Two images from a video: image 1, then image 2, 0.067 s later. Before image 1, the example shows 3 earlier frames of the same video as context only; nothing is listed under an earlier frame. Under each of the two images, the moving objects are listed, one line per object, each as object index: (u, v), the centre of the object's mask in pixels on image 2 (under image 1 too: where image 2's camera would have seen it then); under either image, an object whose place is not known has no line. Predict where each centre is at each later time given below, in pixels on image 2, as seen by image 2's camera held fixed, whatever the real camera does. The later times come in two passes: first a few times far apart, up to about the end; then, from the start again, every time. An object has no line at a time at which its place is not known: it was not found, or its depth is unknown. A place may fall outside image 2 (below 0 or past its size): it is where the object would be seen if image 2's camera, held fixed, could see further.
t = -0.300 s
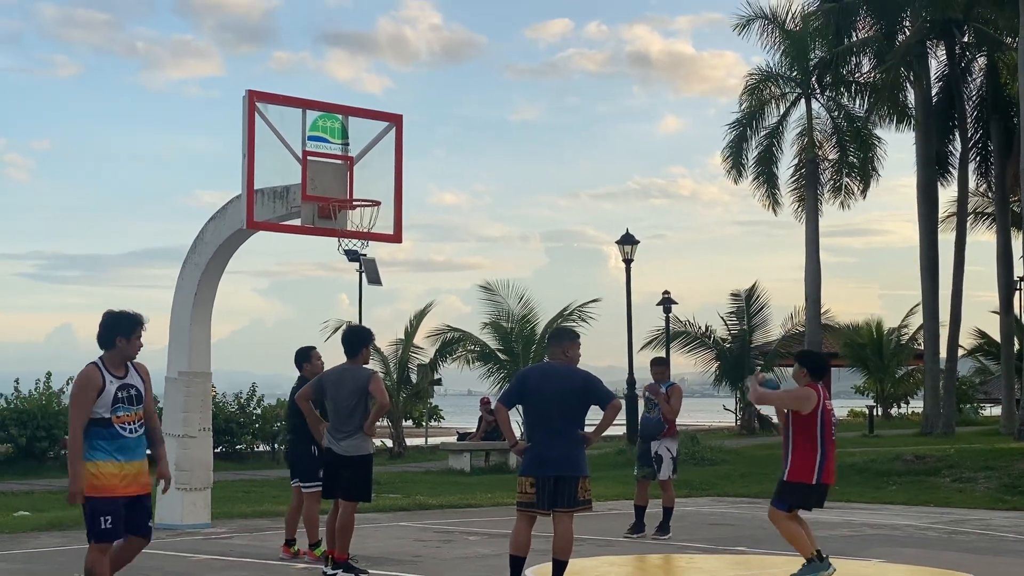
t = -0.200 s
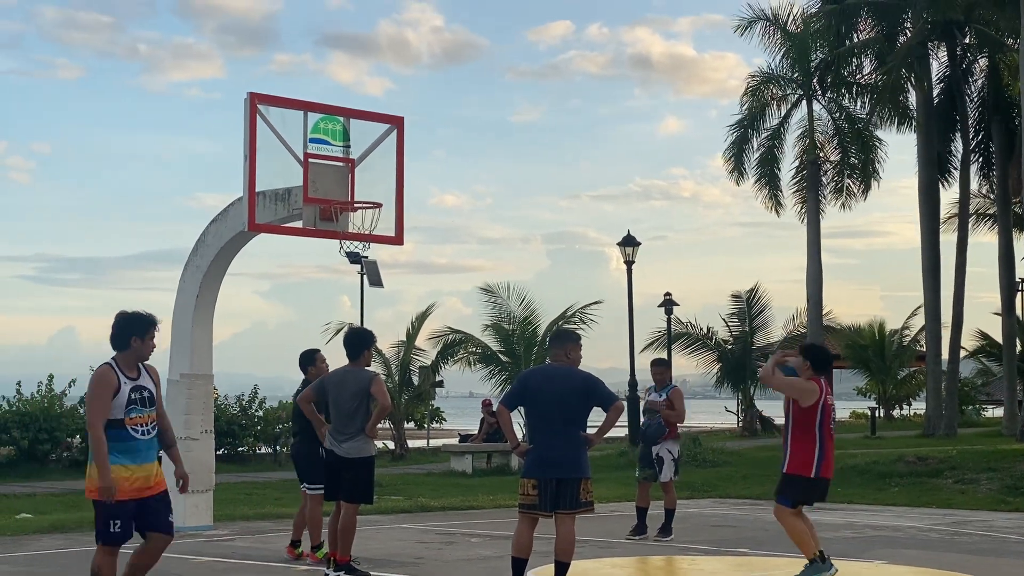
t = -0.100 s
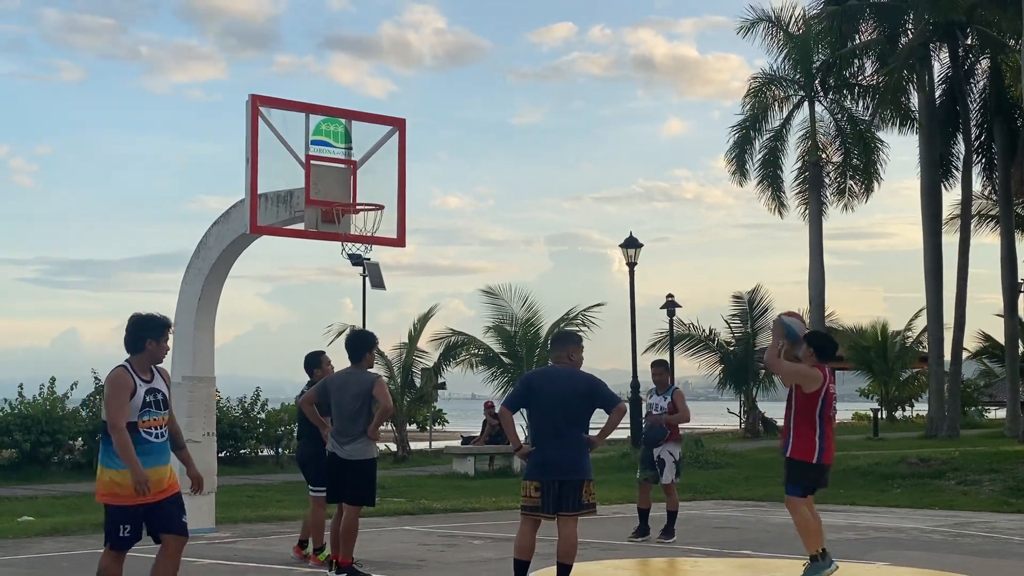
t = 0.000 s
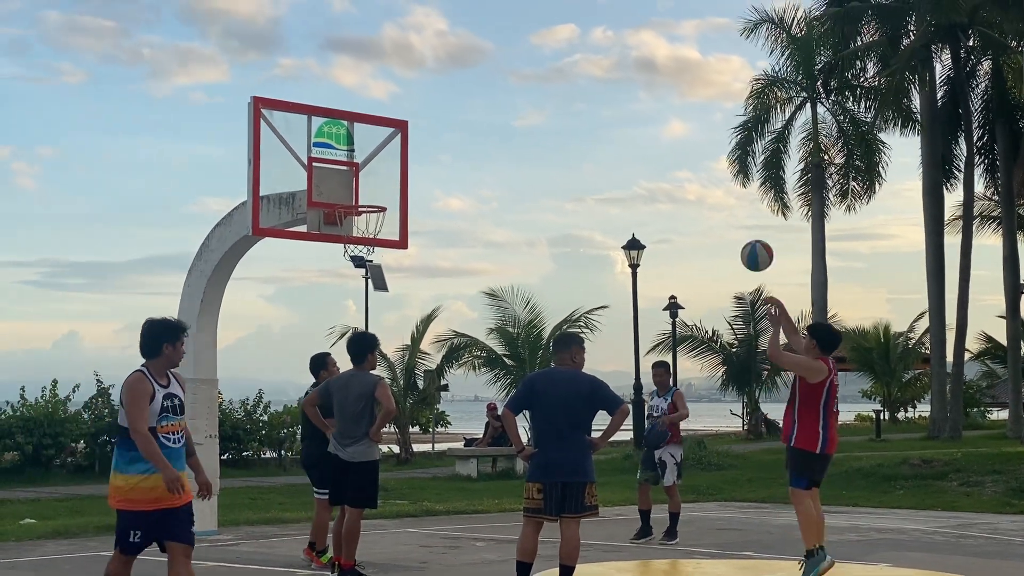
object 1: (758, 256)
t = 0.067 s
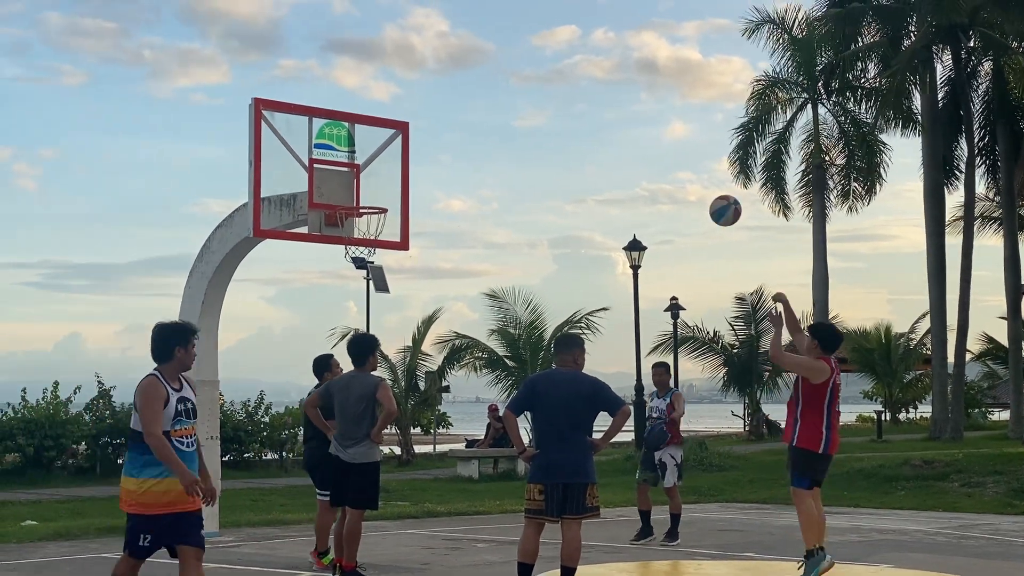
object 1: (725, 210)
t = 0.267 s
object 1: (634, 113)
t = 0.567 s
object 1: (512, 68)
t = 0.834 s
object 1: (417, 115)
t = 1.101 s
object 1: (363, 209)
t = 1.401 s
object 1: (357, 193)
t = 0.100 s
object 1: (709, 190)
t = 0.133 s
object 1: (694, 171)
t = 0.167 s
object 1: (679, 154)
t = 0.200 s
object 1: (663, 139)
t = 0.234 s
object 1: (649, 125)
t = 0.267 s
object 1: (634, 113)
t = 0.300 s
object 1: (619, 102)
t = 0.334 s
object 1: (605, 93)
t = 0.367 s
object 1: (591, 86)
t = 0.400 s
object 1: (577, 79)
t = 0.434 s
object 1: (564, 74)
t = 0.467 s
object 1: (551, 71)
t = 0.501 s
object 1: (538, 68)
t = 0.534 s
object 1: (525, 68)
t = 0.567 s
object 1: (512, 68)
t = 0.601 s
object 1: (499, 70)
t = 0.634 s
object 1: (487, 72)
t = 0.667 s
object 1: (474, 77)
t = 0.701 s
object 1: (463, 82)
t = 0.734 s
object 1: (451, 88)
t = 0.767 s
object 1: (439, 96)
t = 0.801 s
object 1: (428, 105)
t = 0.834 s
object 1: (417, 115)
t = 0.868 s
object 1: (405, 126)
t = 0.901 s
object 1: (394, 139)
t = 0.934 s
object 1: (383, 152)
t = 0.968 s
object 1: (372, 166)
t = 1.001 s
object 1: (363, 182)
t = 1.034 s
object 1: (352, 197)
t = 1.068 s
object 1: (354, 201)
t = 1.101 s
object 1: (363, 209)
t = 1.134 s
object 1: (370, 200)
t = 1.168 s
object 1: (376, 200)
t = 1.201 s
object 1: (373, 196)
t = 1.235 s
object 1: (371, 193)
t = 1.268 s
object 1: (369, 191)
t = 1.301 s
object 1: (366, 190)
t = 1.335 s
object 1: (363, 190)
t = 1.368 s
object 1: (360, 191)
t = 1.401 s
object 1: (357, 193)
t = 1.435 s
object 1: (353, 196)
